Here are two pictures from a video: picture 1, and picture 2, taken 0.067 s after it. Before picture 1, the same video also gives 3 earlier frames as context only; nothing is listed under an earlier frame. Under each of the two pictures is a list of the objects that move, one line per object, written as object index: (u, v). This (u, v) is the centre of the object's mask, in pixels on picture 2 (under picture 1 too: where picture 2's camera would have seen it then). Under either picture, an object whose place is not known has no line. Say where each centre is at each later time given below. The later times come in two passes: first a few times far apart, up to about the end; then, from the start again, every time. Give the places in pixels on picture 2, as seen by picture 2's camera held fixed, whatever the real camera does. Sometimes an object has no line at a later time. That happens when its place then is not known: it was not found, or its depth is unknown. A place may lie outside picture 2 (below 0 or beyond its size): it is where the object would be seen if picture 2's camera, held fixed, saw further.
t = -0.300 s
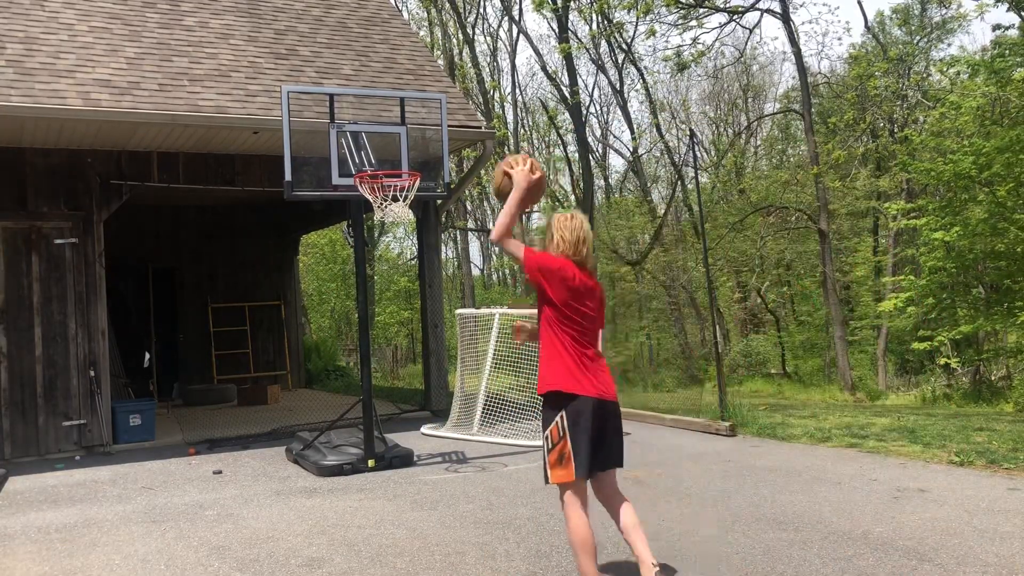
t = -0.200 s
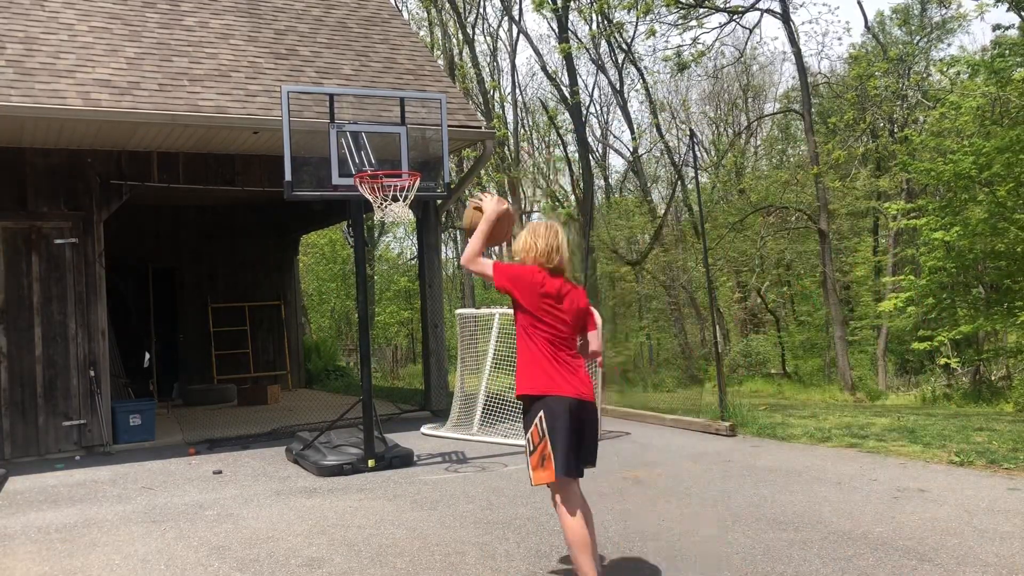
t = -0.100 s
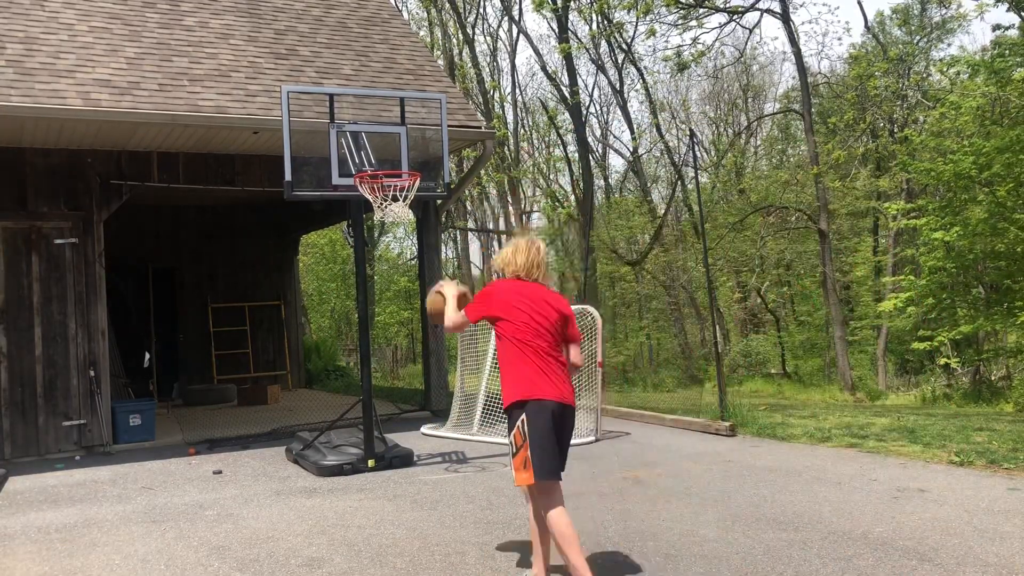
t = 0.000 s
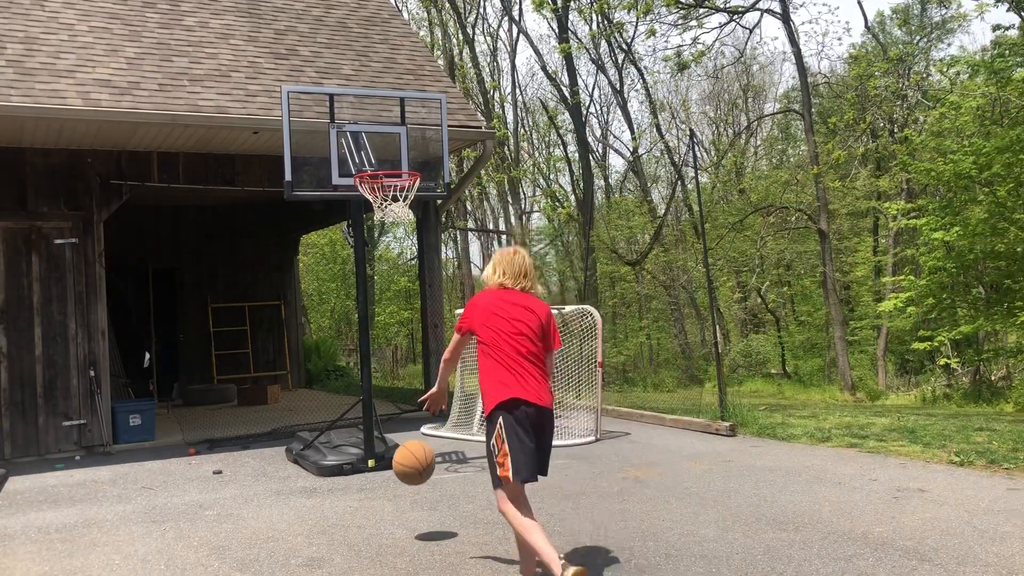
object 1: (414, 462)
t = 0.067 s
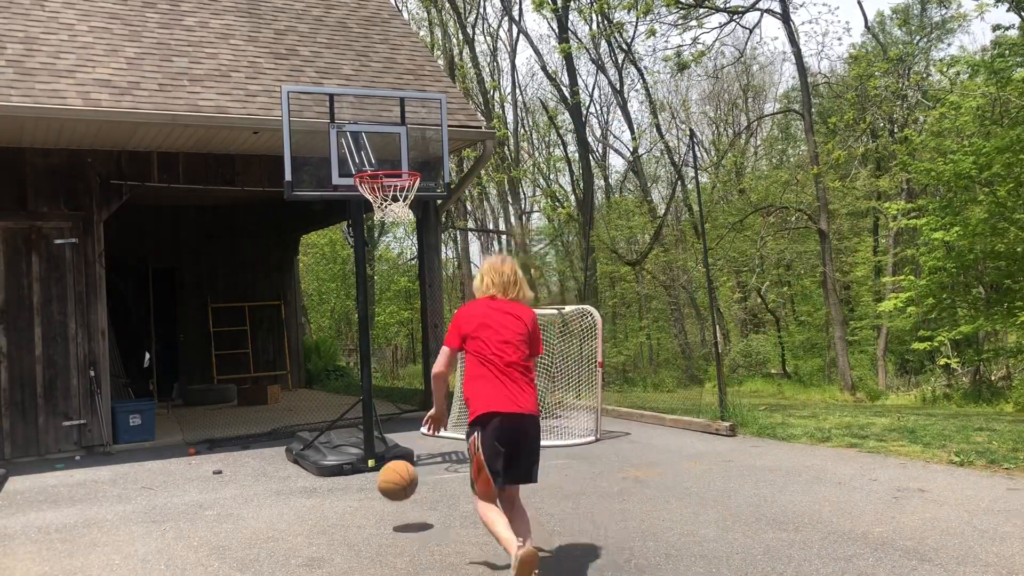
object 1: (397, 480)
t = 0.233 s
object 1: (366, 297)
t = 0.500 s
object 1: (324, 128)
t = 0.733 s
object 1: (303, 68)
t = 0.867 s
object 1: (305, 48)
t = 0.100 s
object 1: (390, 439)
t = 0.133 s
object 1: (384, 399)
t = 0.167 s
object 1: (377, 361)
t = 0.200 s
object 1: (371, 329)
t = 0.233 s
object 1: (366, 297)
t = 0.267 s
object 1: (360, 268)
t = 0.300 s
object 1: (355, 241)
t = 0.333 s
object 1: (349, 217)
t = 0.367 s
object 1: (343, 196)
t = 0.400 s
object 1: (339, 176)
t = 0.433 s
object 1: (333, 157)
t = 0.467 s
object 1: (328, 143)
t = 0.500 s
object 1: (324, 128)
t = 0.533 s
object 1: (320, 115)
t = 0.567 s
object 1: (315, 105)
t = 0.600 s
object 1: (311, 97)
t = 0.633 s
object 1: (308, 90)
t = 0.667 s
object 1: (303, 85)
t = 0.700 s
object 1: (303, 76)
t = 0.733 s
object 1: (303, 68)
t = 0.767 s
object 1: (303, 61)
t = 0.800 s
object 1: (303, 55)
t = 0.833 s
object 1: (304, 51)
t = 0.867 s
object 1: (305, 48)
